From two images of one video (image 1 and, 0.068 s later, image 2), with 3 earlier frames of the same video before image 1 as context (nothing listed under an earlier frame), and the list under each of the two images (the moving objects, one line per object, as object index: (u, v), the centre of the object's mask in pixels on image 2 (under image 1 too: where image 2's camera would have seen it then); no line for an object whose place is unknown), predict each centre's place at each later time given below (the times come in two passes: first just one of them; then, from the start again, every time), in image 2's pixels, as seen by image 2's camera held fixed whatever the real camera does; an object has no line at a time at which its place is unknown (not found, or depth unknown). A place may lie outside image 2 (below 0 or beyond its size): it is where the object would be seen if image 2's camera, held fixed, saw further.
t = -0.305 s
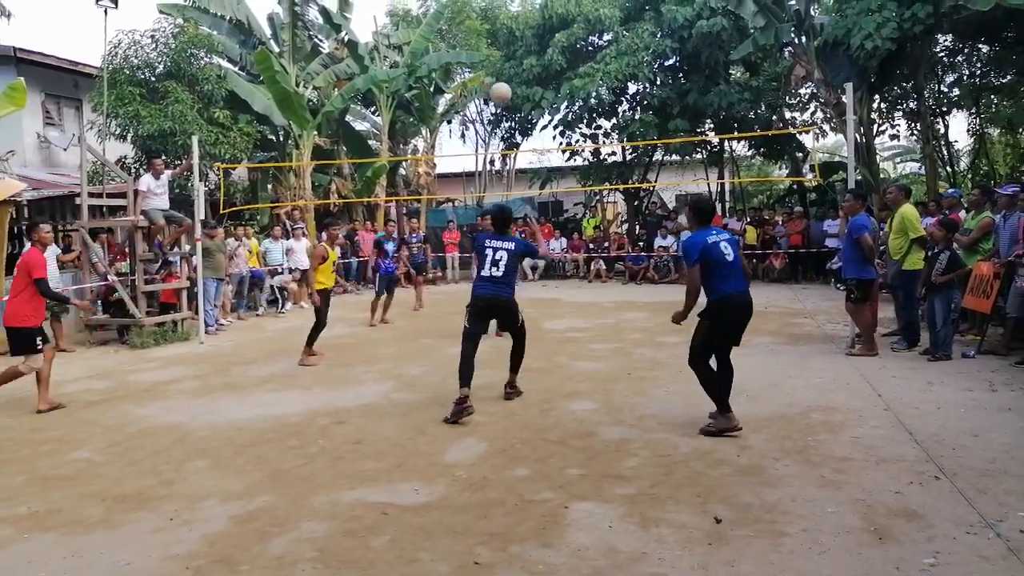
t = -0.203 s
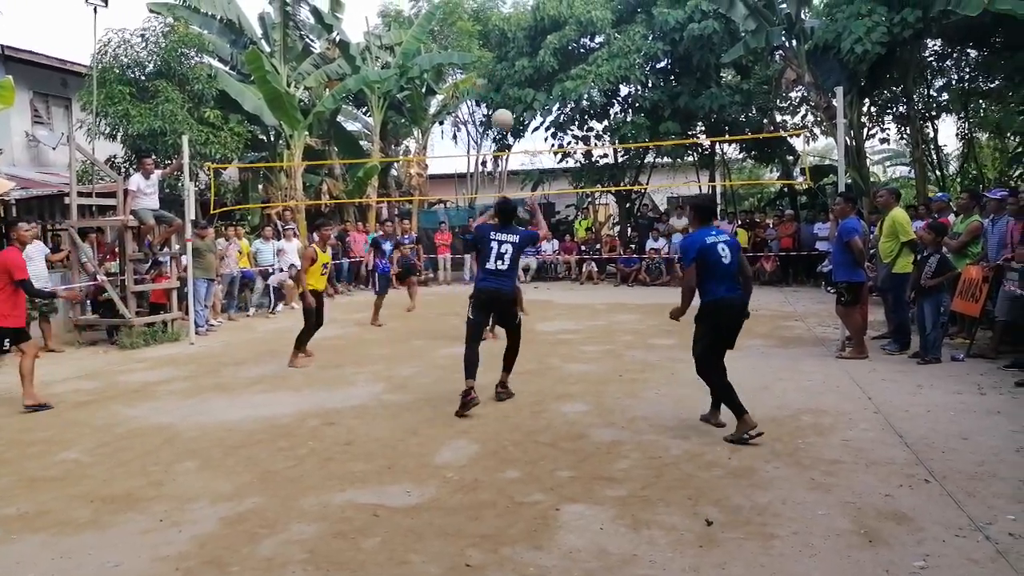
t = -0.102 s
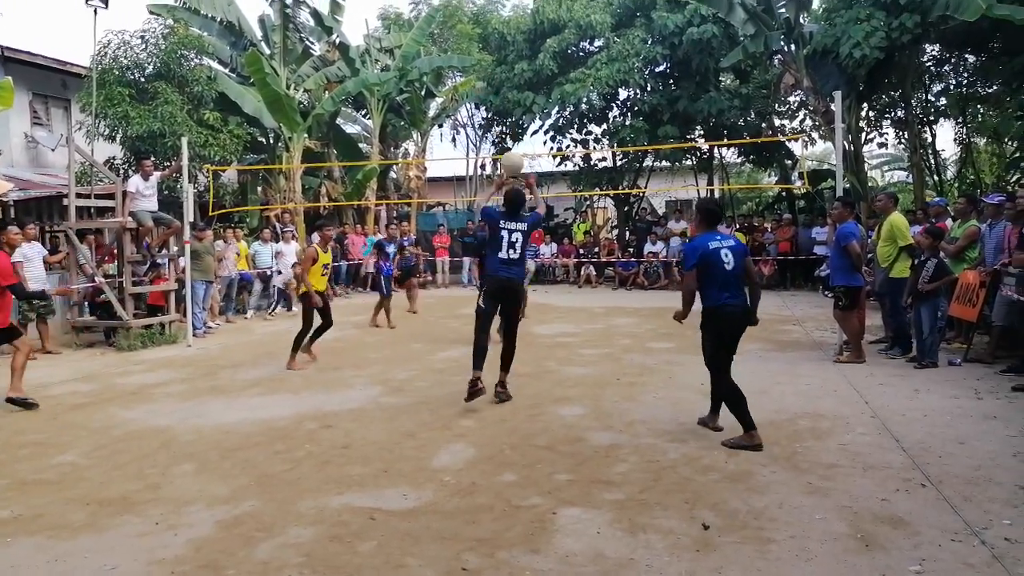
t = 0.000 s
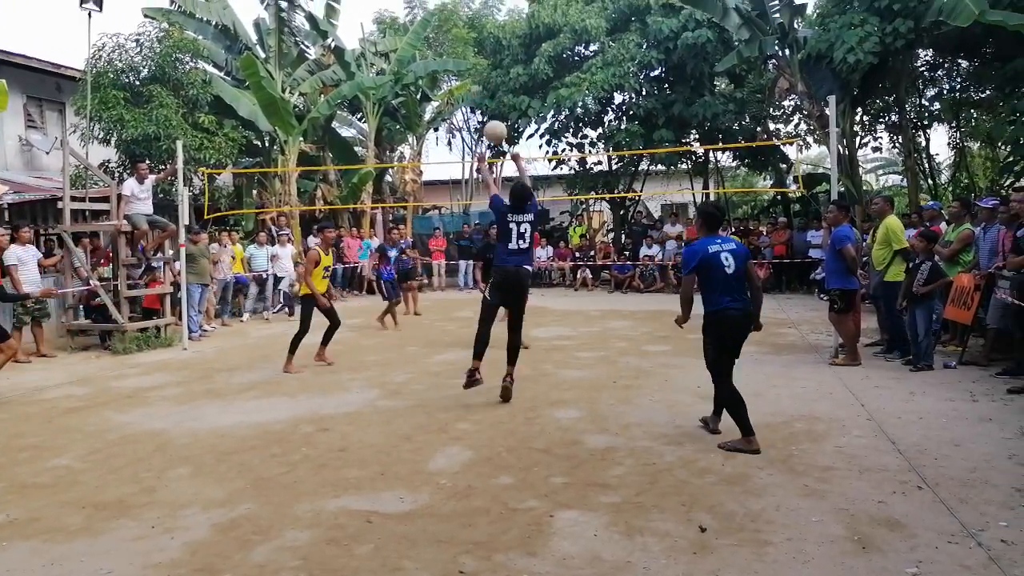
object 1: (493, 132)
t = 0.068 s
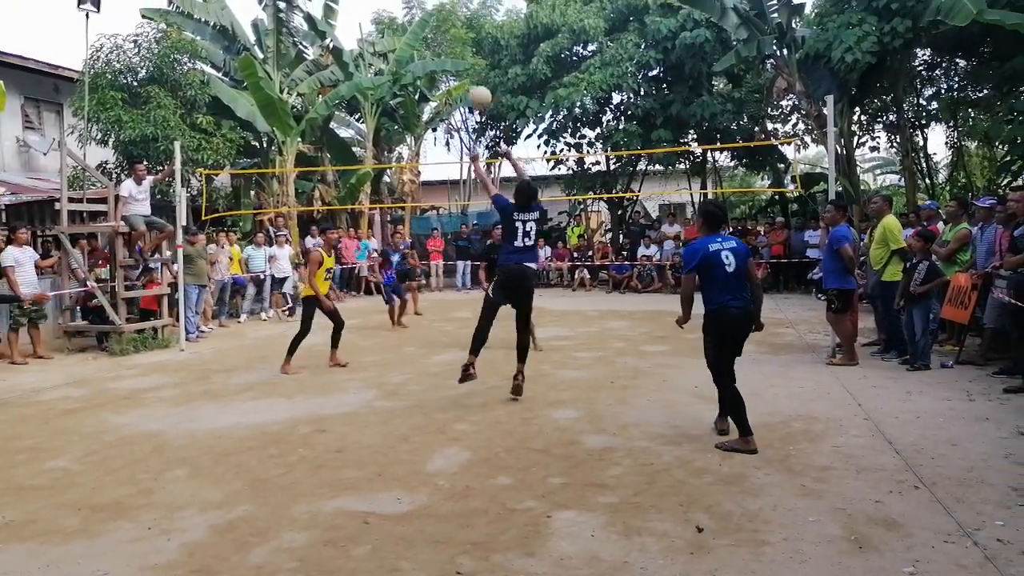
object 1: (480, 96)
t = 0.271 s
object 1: (442, 25)
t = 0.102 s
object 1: (473, 82)
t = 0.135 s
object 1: (467, 68)
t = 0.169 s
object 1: (461, 56)
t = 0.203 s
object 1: (454, 44)
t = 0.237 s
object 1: (448, 34)
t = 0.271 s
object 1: (442, 25)
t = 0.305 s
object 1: (437, 19)
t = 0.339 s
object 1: (432, 14)
